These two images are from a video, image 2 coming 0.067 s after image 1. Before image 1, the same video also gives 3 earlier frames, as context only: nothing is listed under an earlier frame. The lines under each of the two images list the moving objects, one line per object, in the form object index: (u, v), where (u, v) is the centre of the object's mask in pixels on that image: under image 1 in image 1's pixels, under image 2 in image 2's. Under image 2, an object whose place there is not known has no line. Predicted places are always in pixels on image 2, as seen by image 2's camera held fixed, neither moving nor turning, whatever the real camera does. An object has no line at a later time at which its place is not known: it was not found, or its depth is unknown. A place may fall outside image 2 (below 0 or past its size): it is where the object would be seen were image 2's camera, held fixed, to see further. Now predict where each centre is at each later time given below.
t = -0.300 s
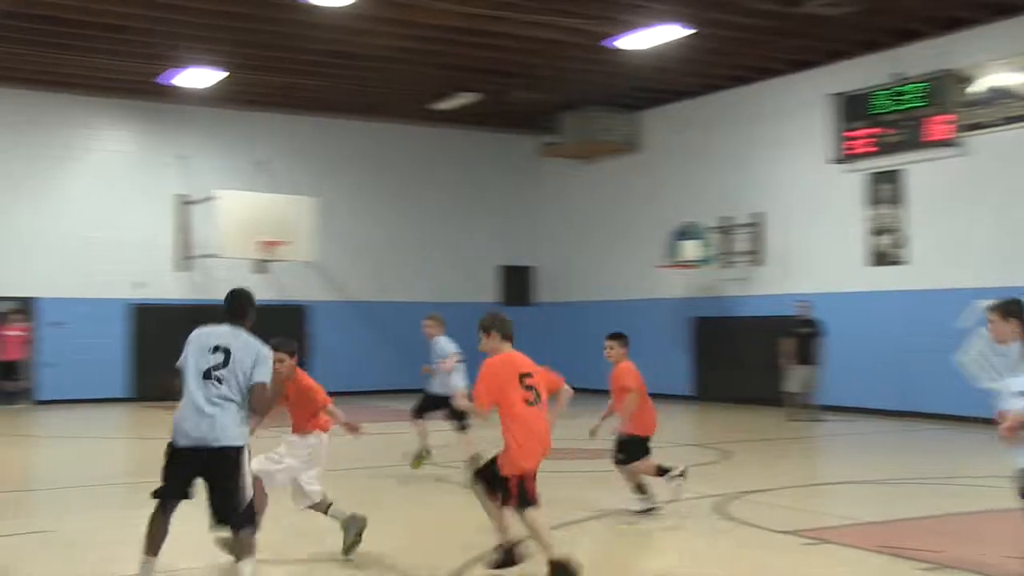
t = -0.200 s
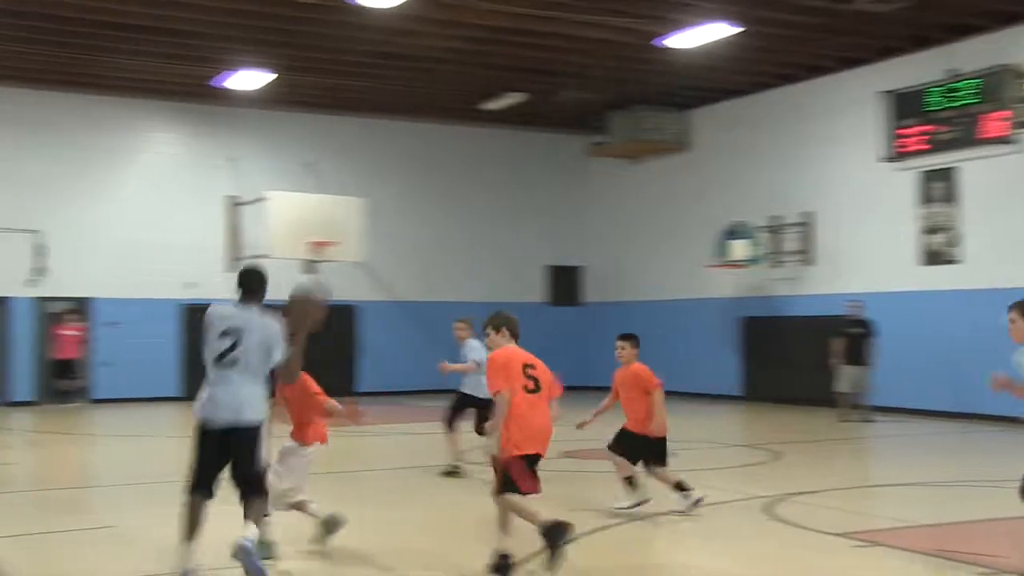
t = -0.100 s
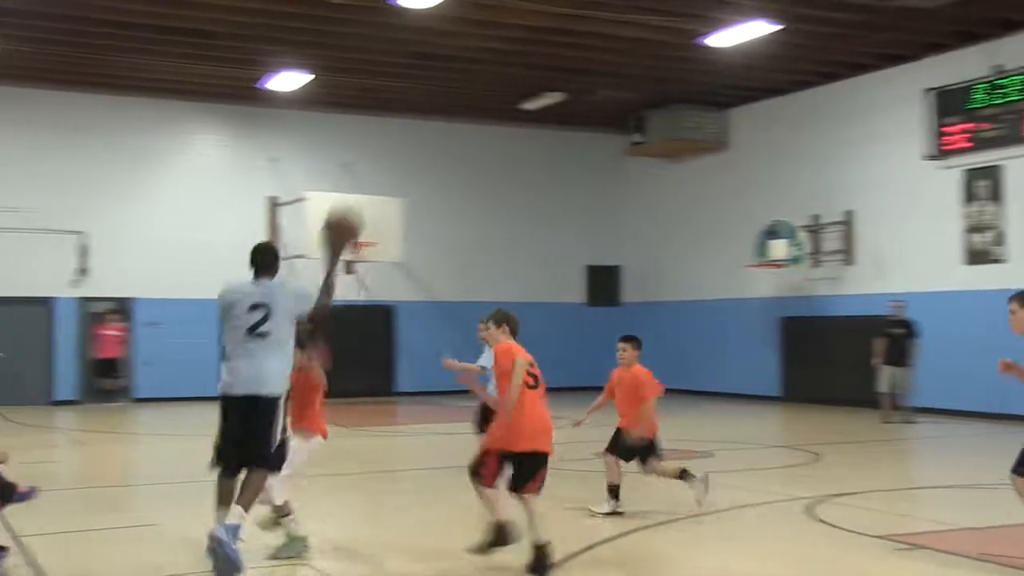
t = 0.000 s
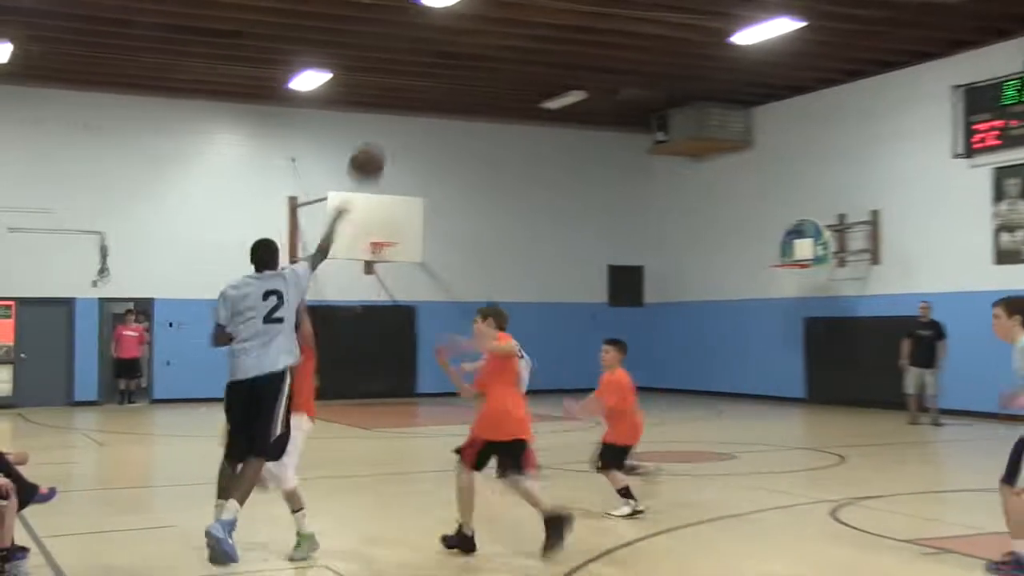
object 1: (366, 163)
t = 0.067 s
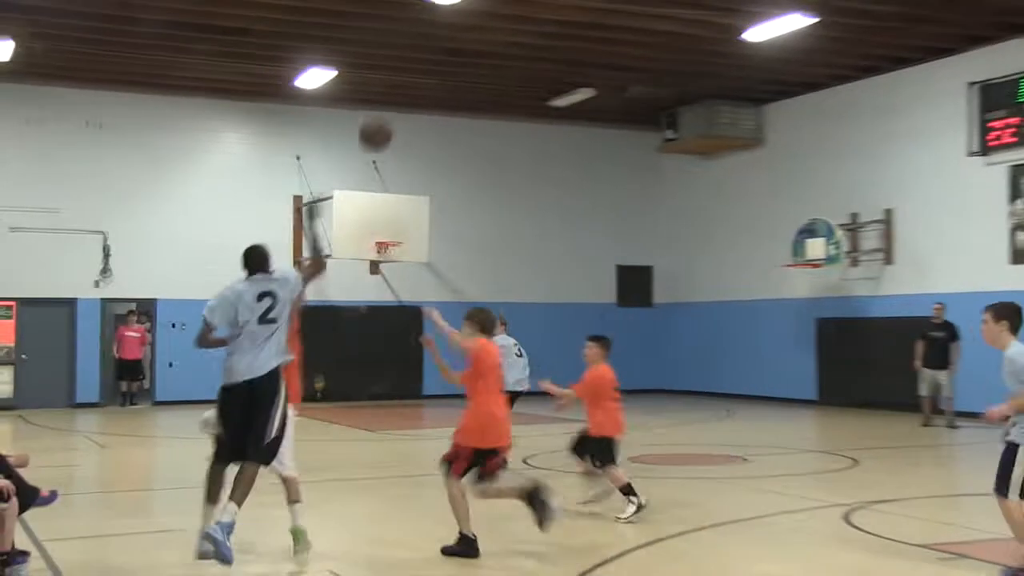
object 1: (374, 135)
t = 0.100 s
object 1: (379, 124)
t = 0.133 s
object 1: (379, 115)
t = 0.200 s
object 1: (381, 103)
